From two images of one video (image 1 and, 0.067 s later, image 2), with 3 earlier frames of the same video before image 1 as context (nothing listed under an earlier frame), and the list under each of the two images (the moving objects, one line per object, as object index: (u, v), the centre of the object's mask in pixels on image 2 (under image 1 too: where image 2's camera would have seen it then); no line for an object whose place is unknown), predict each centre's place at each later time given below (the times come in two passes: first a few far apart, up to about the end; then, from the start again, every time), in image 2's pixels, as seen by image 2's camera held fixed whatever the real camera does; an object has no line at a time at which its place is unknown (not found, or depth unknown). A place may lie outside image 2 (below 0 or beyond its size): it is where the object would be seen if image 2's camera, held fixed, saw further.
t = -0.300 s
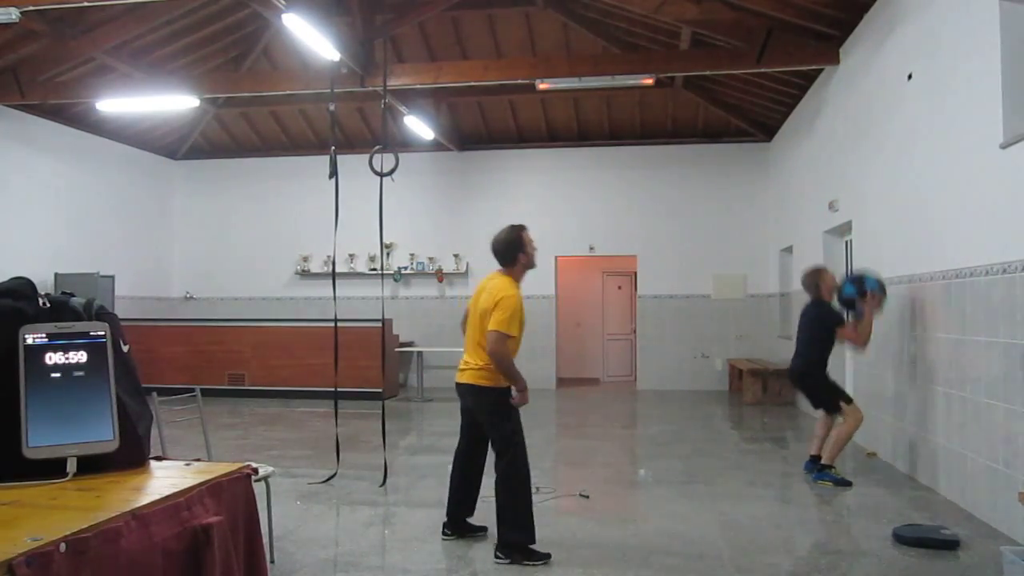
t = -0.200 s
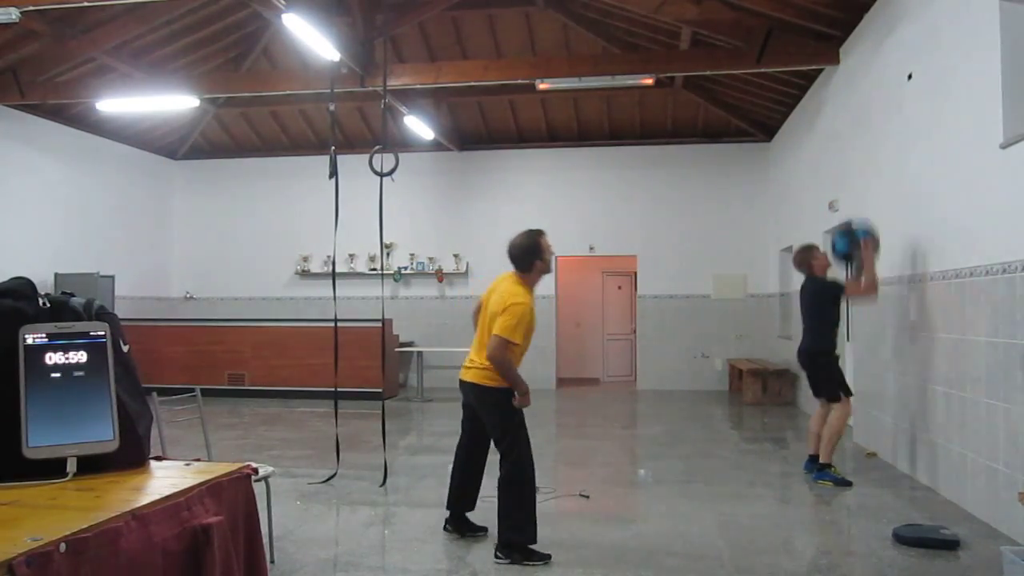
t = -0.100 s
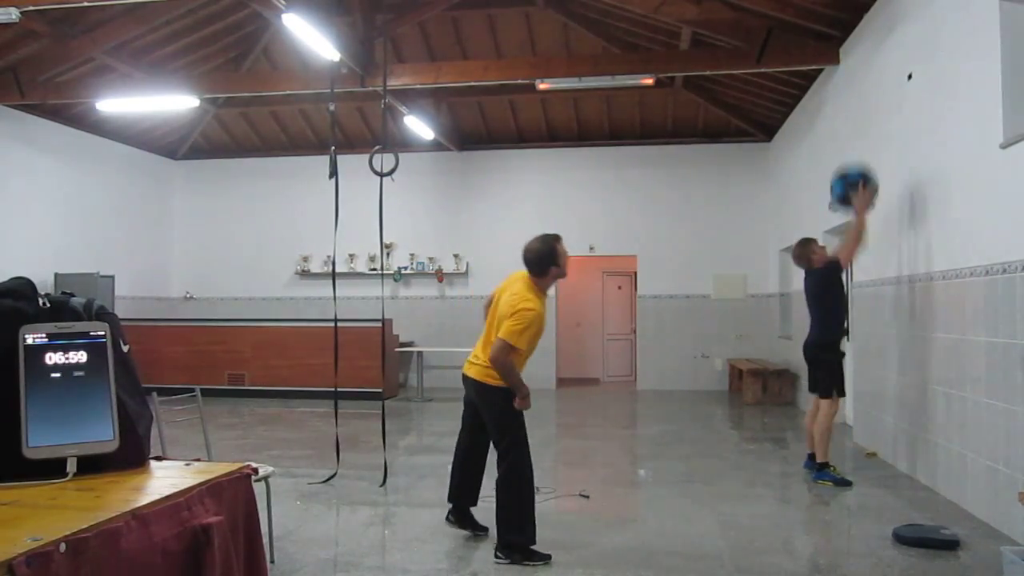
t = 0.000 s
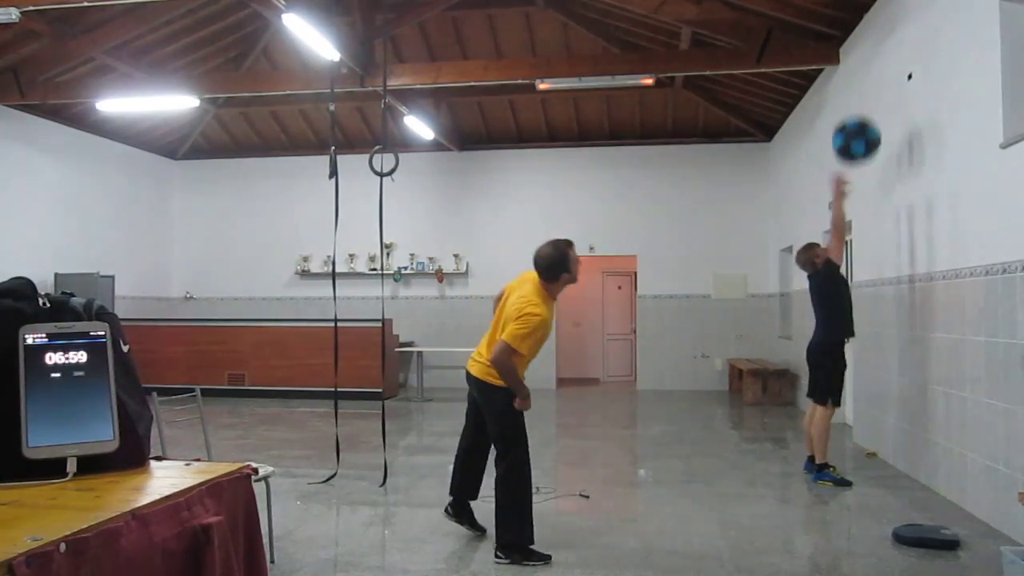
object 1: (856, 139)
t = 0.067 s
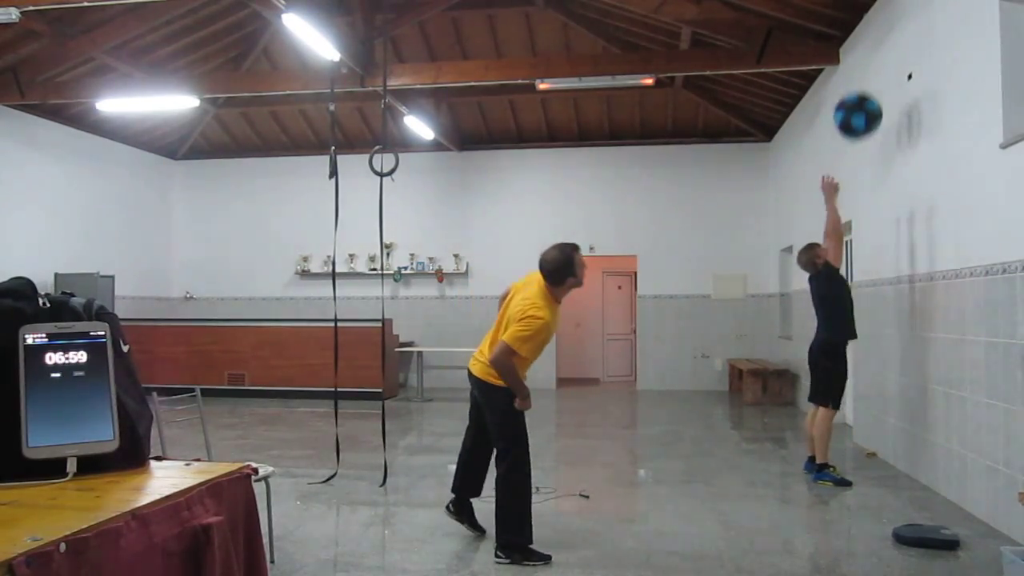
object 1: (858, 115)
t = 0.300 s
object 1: (864, 75)
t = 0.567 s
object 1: (874, 112)
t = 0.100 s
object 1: (859, 105)
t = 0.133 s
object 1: (859, 97)
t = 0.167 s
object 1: (860, 89)
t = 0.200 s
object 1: (861, 84)
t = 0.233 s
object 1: (862, 79)
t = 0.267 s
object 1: (863, 76)
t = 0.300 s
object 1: (864, 75)
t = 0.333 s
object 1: (865, 74)
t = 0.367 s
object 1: (866, 76)
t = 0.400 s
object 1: (867, 78)
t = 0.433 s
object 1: (868, 82)
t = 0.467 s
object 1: (870, 87)
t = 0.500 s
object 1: (871, 94)
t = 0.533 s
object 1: (872, 102)
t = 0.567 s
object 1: (874, 112)
